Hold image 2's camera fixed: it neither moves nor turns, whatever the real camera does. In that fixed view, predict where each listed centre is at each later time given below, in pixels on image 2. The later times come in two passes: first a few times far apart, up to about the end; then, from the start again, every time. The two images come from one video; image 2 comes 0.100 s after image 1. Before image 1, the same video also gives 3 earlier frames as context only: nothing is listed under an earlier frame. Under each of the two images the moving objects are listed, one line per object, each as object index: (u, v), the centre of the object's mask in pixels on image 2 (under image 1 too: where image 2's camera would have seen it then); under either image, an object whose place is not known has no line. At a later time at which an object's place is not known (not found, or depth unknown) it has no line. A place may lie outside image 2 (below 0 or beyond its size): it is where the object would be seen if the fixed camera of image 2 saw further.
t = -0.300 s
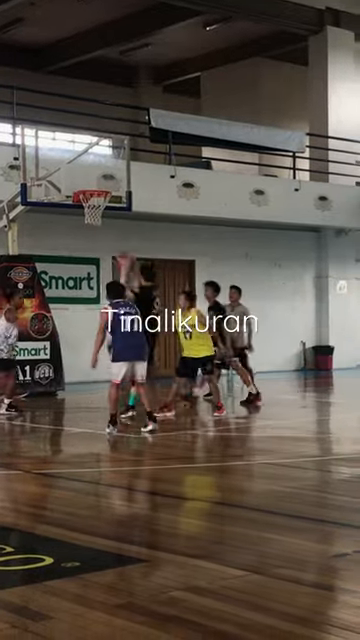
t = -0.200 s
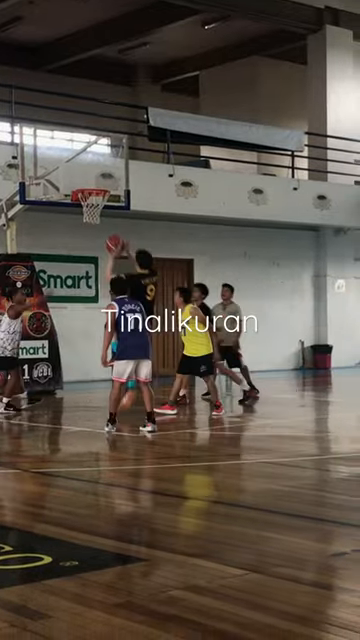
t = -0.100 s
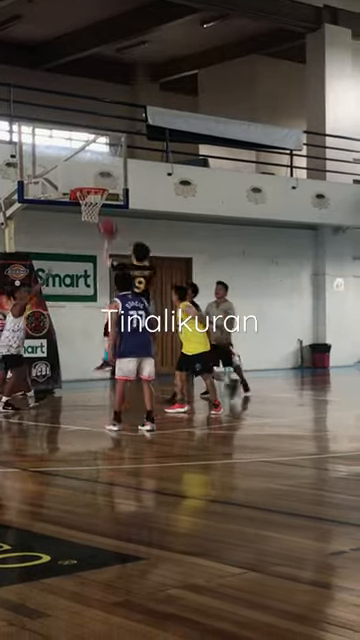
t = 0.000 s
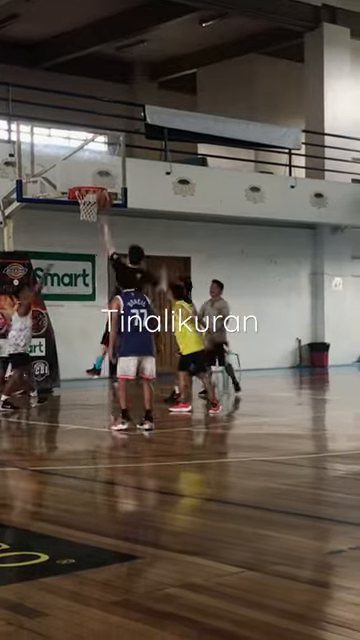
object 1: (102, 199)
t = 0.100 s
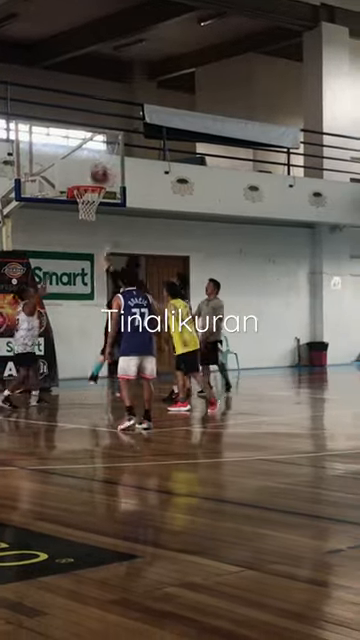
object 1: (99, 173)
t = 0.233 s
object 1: (95, 155)
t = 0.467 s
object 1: (90, 153)
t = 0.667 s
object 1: (86, 179)
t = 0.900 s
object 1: (81, 179)
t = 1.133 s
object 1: (82, 177)
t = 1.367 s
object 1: (81, 178)
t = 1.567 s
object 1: (81, 178)
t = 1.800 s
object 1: (81, 178)
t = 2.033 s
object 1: (81, 178)
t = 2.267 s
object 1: (82, 179)
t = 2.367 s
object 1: (83, 182)
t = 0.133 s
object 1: (98, 168)
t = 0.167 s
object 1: (97, 163)
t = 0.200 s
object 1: (96, 158)
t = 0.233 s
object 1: (95, 155)
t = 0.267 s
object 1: (94, 152)
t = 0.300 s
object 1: (94, 150)
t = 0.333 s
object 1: (93, 149)
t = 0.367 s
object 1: (92, 149)
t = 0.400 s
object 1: (91, 149)
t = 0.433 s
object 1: (90, 151)
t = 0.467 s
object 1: (90, 153)
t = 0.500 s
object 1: (89, 155)
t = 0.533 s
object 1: (89, 158)
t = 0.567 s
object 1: (88, 163)
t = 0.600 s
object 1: (87, 168)
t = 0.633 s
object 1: (86, 173)
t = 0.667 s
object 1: (86, 179)
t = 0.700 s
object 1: (86, 181)
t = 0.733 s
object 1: (89, 181)
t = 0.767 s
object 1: (91, 181)
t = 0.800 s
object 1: (89, 180)
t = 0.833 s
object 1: (86, 179)
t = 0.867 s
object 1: (83, 179)
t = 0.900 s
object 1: (81, 179)
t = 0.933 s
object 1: (82, 177)
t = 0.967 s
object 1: (81, 175)
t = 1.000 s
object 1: (82, 174)
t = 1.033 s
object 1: (82, 174)
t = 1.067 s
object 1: (81, 174)
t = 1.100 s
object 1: (81, 175)
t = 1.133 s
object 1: (82, 177)
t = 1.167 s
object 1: (82, 179)
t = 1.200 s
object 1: (82, 177)
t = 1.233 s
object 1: (82, 176)
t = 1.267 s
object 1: (81, 176)
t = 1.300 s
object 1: (82, 176)
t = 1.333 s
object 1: (81, 176)
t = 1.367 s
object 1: (81, 178)
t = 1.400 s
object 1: (81, 178)
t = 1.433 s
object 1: (81, 177)
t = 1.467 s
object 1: (81, 177)
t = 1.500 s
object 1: (81, 177)
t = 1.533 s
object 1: (81, 177)
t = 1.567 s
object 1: (81, 178)
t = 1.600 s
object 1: (81, 178)
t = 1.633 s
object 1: (81, 178)
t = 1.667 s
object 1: (81, 178)
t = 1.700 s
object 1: (81, 178)
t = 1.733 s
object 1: (81, 178)
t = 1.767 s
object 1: (81, 178)
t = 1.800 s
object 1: (81, 178)
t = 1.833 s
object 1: (81, 178)
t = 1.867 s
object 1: (81, 178)
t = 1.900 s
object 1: (81, 178)
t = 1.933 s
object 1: (81, 178)
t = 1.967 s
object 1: (81, 179)
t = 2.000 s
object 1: (81, 178)
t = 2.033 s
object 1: (81, 178)
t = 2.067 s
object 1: (82, 178)
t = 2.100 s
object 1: (82, 178)
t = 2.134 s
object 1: (82, 178)
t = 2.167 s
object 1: (82, 178)
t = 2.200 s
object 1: (82, 179)
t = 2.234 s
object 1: (82, 179)
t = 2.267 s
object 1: (82, 179)
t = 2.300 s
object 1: (83, 180)
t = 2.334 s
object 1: (83, 181)
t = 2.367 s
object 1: (83, 182)
